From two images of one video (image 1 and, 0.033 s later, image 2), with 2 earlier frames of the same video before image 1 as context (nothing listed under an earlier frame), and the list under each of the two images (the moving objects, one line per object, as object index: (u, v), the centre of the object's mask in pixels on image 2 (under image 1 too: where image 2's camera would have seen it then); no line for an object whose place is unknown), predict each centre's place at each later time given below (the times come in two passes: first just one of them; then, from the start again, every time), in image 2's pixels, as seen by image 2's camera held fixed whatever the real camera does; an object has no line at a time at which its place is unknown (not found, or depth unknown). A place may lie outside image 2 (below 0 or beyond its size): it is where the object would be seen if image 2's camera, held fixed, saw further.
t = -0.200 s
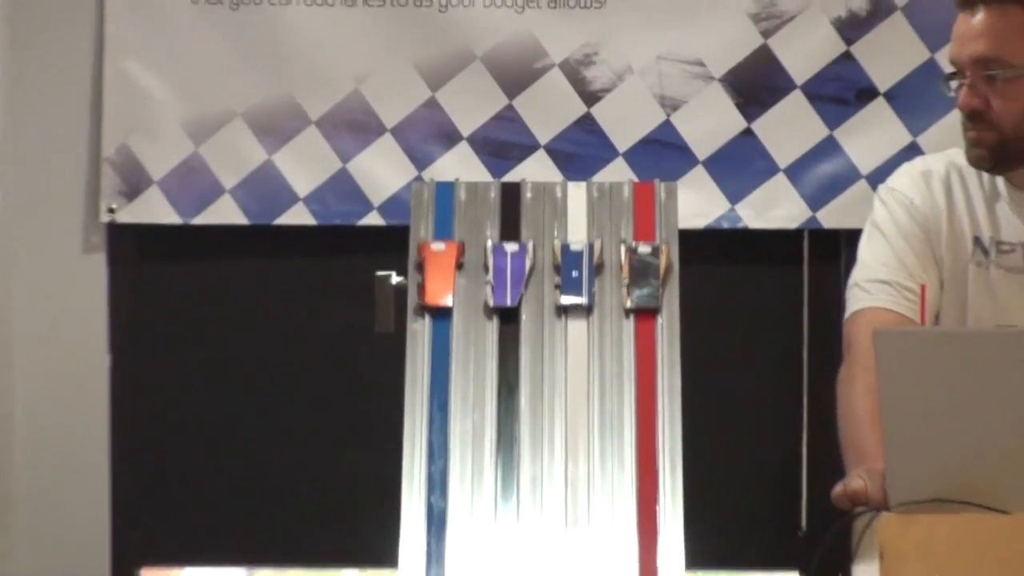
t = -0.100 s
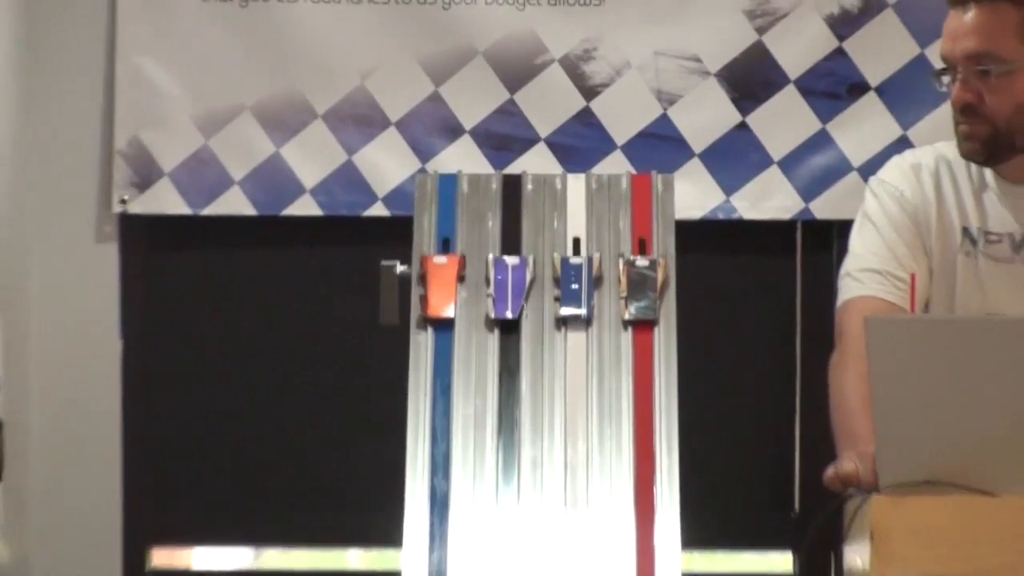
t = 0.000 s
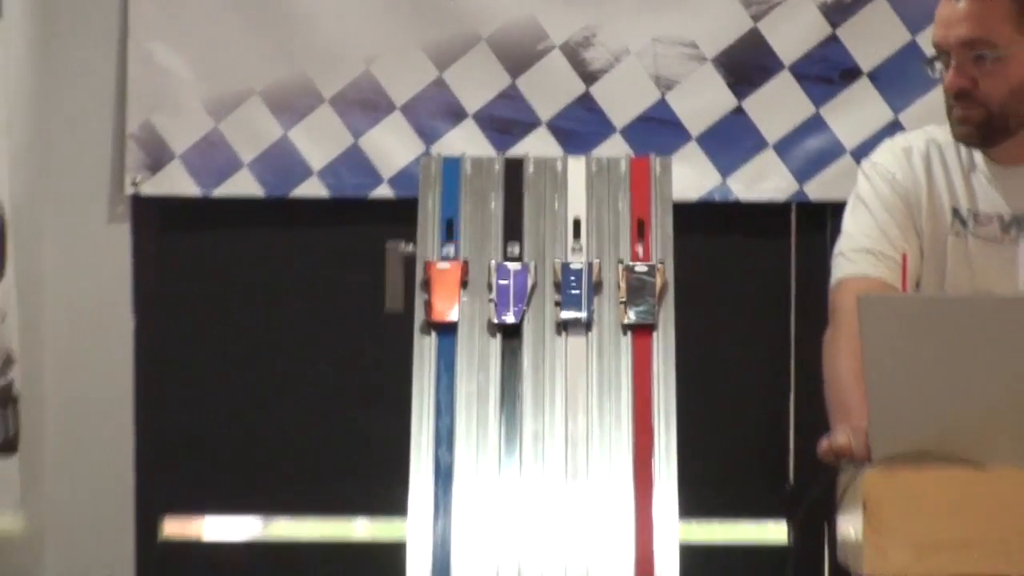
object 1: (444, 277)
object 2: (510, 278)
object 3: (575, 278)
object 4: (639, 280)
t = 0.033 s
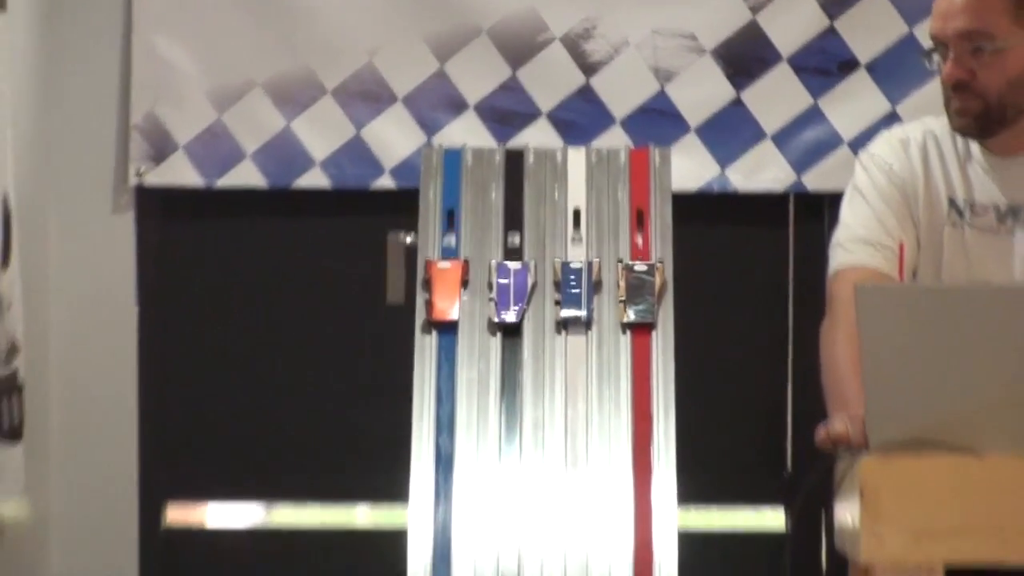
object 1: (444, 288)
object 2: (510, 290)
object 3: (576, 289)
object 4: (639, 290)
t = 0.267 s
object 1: (444, 369)
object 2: (509, 371)
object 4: (637, 372)
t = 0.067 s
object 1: (444, 299)
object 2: (510, 300)
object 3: (575, 300)
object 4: (639, 301)
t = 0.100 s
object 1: (444, 310)
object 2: (510, 311)
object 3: (575, 312)
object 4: (638, 312)
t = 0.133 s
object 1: (444, 322)
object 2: (510, 322)
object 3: (575, 322)
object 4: (637, 323)
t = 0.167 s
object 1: (444, 333)
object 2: (510, 334)
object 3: (574, 334)
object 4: (637, 335)
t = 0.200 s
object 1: (444, 345)
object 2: (509, 347)
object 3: (574, 347)
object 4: (637, 347)
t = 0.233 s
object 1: (444, 358)
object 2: (510, 359)
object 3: (574, 361)
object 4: (637, 360)
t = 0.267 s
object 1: (444, 369)
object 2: (509, 371)
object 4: (637, 372)
